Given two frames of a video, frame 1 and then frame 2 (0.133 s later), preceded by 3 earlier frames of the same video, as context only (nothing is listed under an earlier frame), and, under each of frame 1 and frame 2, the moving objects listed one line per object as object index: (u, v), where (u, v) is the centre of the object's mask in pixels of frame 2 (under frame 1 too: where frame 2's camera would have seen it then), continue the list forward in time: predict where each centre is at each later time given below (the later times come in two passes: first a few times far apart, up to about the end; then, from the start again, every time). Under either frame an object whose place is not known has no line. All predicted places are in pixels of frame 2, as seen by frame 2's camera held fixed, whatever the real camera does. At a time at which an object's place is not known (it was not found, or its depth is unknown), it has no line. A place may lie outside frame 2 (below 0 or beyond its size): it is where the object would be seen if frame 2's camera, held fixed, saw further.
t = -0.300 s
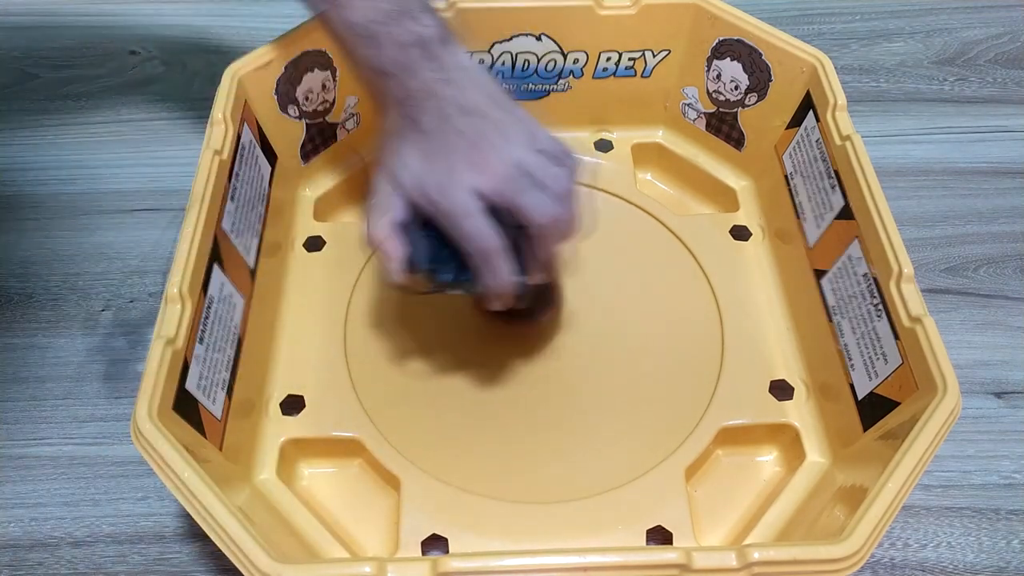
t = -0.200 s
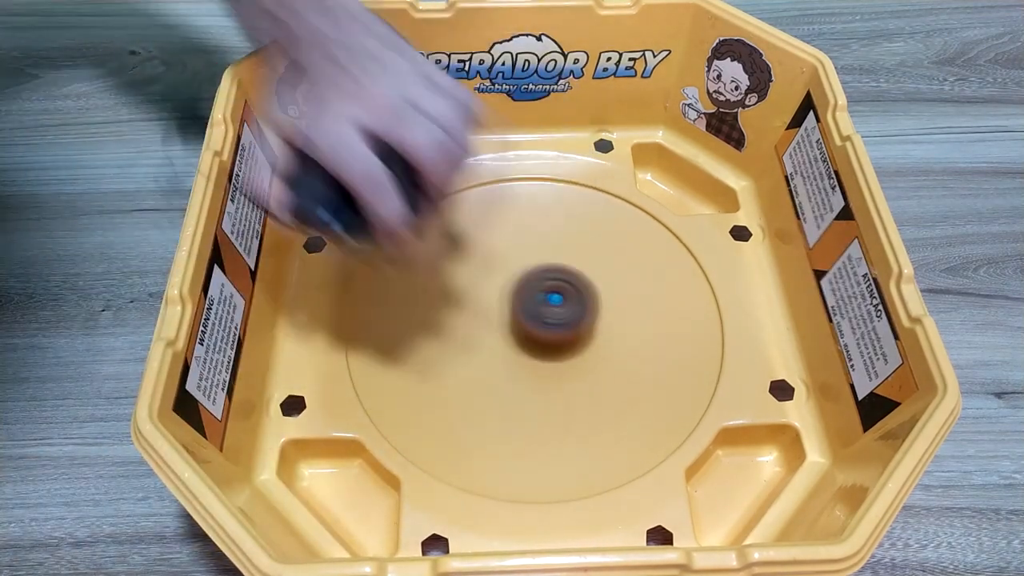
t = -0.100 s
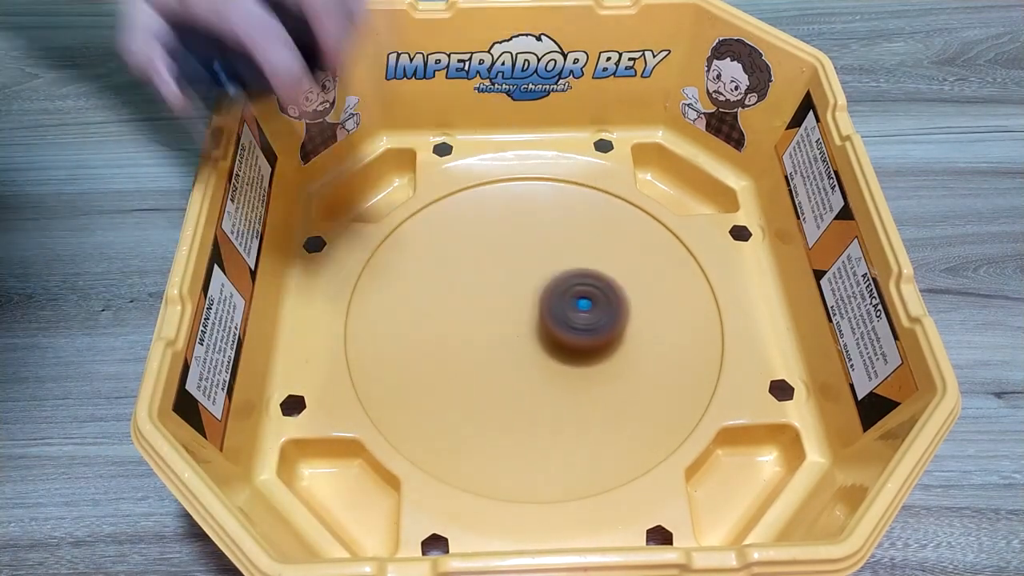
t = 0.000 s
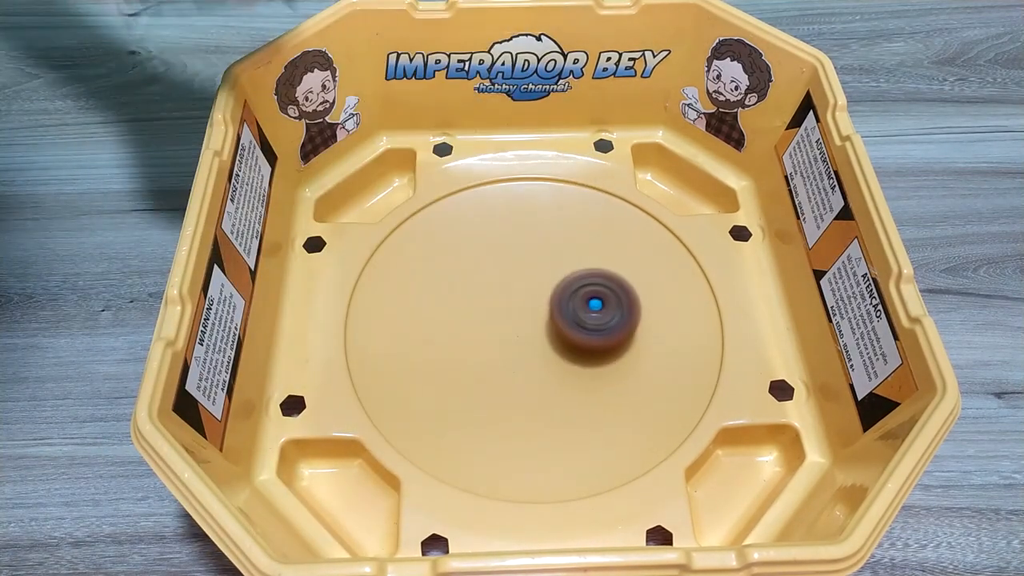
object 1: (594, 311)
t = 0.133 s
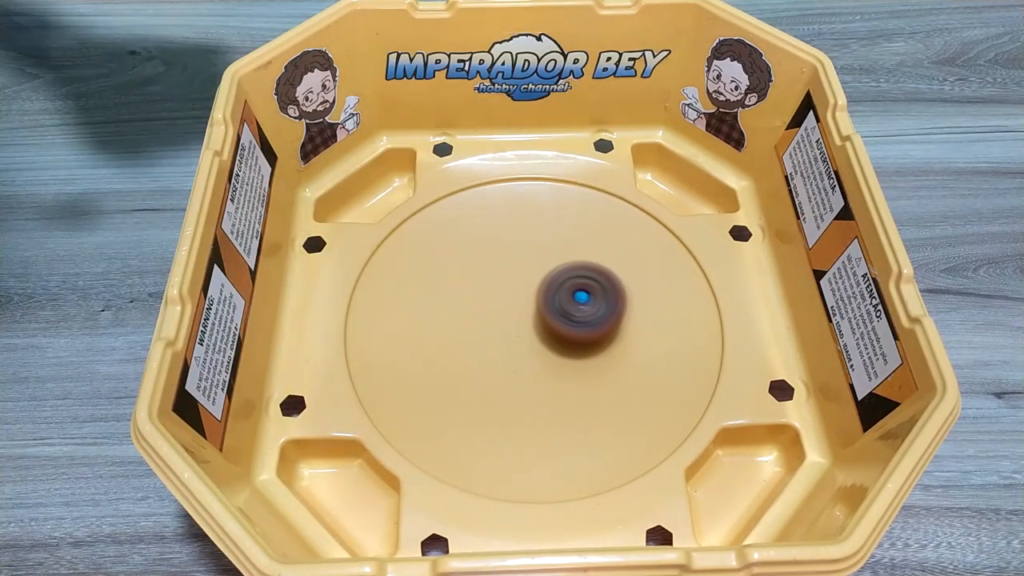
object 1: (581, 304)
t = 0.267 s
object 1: (550, 296)
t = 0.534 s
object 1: (515, 319)
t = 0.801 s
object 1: (558, 350)
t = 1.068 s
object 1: (592, 318)
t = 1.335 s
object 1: (534, 293)
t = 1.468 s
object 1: (498, 314)
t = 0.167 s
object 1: (574, 301)
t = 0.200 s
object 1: (566, 300)
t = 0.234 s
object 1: (558, 297)
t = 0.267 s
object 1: (550, 296)
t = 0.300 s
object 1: (543, 295)
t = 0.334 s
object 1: (536, 296)
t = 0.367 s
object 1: (530, 297)
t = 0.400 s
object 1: (525, 300)
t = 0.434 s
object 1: (521, 303)
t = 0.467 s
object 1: (518, 308)
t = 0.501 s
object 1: (516, 313)
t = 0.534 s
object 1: (515, 319)
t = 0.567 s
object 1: (516, 324)
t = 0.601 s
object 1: (519, 330)
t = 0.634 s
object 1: (523, 336)
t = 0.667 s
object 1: (528, 340)
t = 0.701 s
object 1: (534, 345)
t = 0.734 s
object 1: (542, 348)
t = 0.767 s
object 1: (550, 350)
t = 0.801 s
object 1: (558, 350)
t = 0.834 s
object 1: (565, 351)
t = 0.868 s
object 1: (572, 349)
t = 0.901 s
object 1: (579, 345)
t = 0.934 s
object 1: (585, 340)
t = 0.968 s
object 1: (589, 336)
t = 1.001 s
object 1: (591, 330)
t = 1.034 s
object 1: (592, 325)
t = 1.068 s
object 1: (592, 318)
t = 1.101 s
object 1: (589, 312)
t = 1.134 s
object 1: (585, 307)
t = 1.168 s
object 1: (580, 302)
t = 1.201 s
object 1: (573, 297)
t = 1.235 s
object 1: (565, 294)
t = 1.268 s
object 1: (555, 292)
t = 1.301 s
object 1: (545, 292)
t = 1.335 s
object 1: (534, 293)
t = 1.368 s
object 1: (523, 296)
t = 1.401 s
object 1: (514, 300)
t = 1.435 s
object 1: (505, 306)
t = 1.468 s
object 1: (498, 314)
